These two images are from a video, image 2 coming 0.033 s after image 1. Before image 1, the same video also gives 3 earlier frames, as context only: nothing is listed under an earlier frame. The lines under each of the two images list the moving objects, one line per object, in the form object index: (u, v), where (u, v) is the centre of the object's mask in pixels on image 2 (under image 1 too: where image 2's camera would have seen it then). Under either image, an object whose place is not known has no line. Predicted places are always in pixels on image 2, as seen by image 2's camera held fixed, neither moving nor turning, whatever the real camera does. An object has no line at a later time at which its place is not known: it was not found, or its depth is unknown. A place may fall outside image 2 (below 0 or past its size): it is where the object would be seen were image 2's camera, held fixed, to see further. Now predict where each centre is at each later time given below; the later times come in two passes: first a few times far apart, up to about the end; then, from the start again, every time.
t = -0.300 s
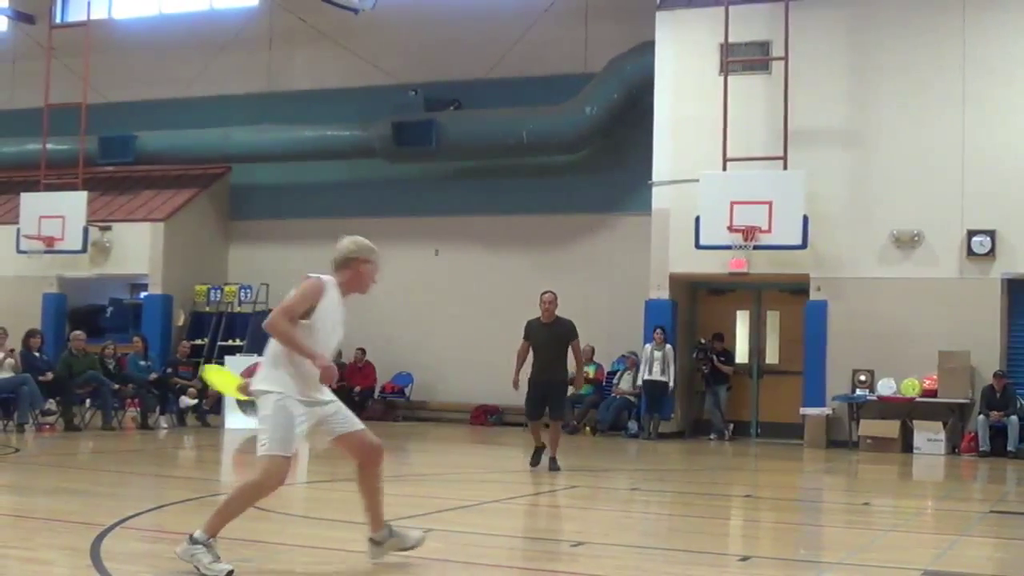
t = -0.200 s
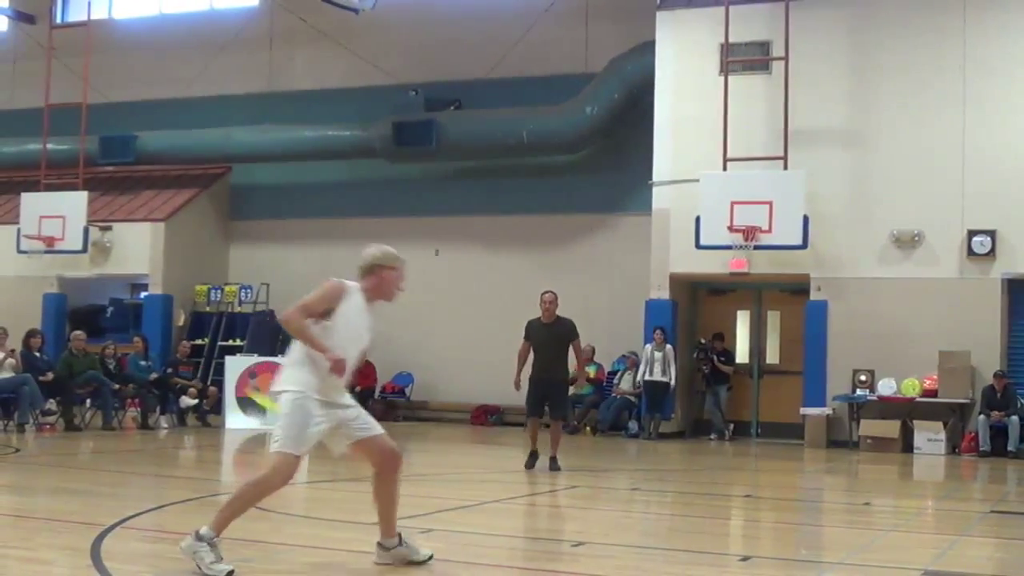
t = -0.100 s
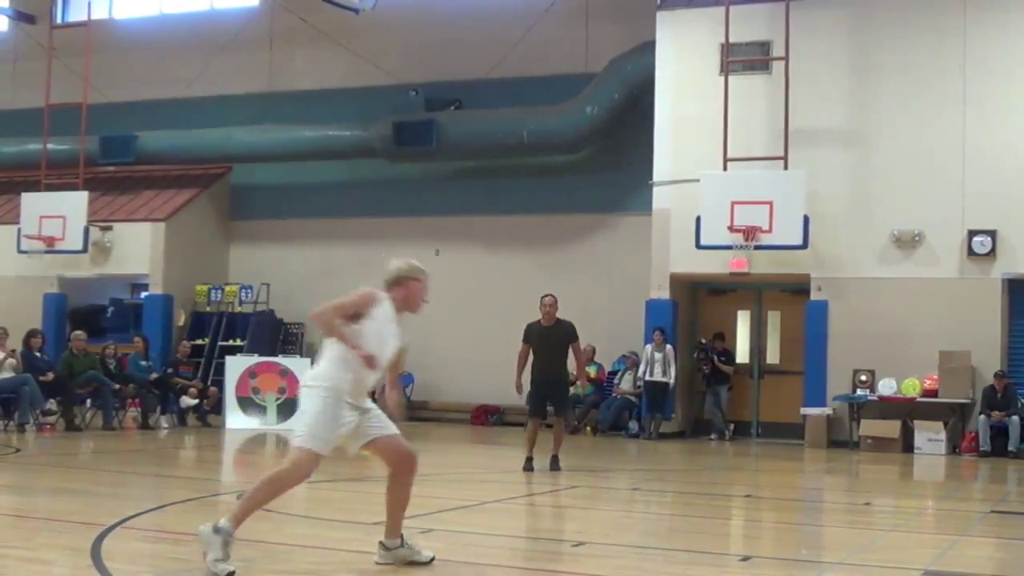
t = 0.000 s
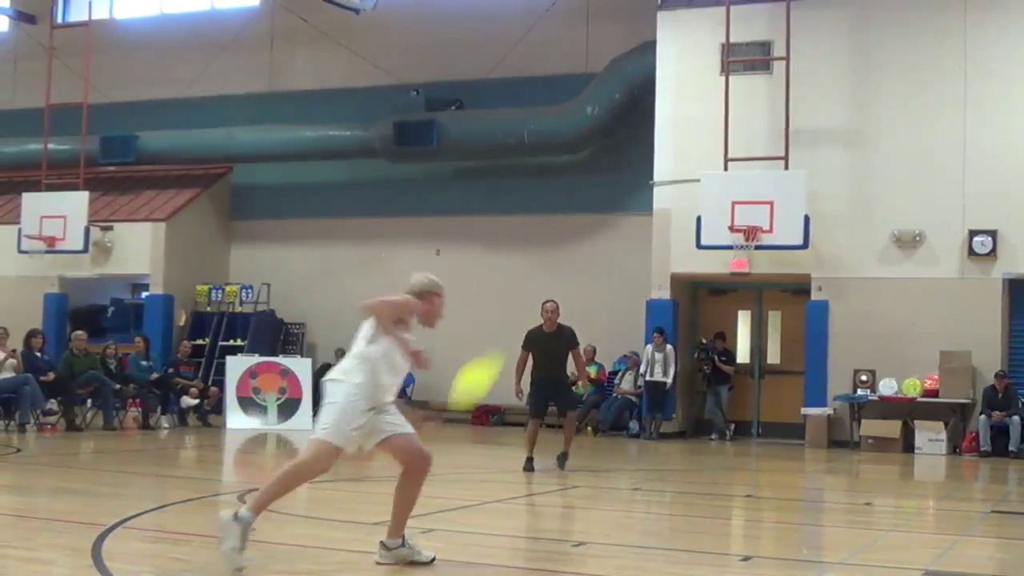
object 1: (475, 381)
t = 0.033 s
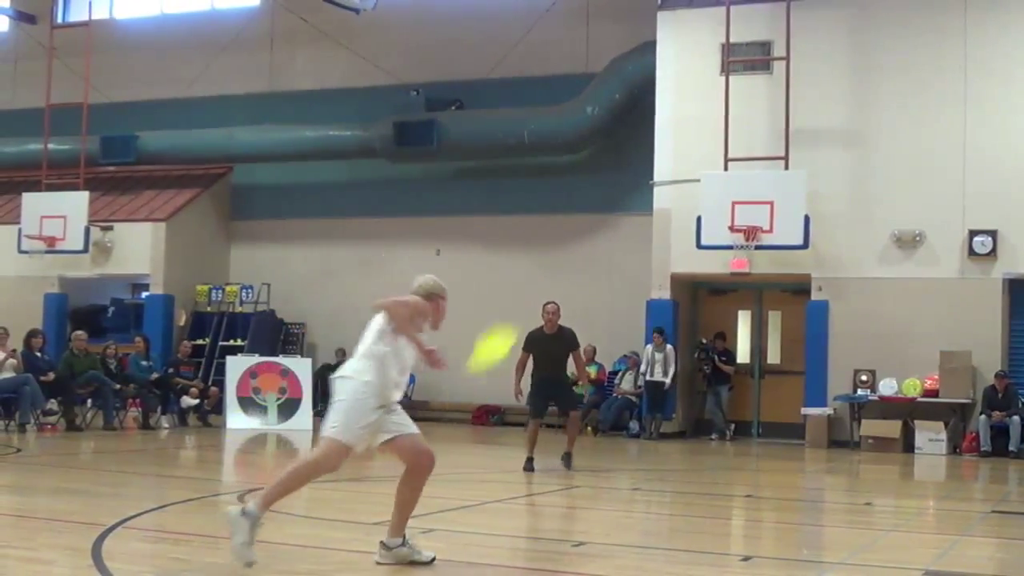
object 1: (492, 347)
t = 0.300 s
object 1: (580, 216)
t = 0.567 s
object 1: (620, 183)
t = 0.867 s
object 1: (641, 201)
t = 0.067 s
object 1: (508, 321)
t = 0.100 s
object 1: (521, 300)
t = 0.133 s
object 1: (533, 281)
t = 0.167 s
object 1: (544, 264)
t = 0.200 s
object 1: (555, 247)
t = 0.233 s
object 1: (564, 235)
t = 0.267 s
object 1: (573, 225)
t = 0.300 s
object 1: (580, 216)
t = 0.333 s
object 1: (587, 207)
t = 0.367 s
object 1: (593, 200)
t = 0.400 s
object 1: (599, 196)
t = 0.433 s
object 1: (604, 192)
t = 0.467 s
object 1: (608, 188)
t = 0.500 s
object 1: (613, 186)
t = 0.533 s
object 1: (617, 184)
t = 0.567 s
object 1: (620, 183)
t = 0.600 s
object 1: (623, 183)
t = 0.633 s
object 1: (626, 183)
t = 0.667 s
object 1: (629, 184)
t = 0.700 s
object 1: (631, 186)
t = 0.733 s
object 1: (634, 187)
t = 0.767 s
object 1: (636, 190)
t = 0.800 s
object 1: (638, 194)
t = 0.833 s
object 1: (640, 197)
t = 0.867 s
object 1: (641, 201)
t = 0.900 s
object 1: (642, 206)
